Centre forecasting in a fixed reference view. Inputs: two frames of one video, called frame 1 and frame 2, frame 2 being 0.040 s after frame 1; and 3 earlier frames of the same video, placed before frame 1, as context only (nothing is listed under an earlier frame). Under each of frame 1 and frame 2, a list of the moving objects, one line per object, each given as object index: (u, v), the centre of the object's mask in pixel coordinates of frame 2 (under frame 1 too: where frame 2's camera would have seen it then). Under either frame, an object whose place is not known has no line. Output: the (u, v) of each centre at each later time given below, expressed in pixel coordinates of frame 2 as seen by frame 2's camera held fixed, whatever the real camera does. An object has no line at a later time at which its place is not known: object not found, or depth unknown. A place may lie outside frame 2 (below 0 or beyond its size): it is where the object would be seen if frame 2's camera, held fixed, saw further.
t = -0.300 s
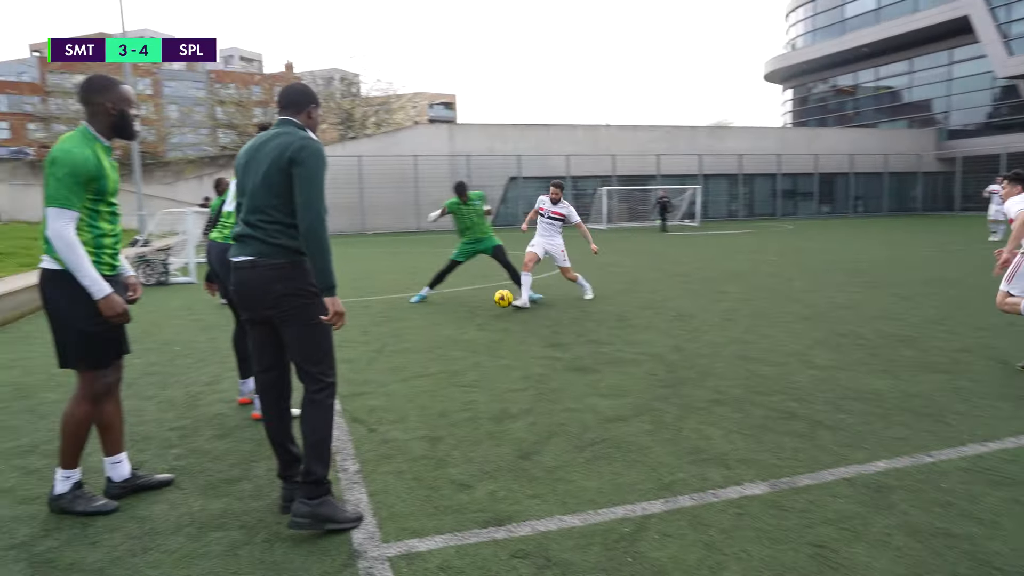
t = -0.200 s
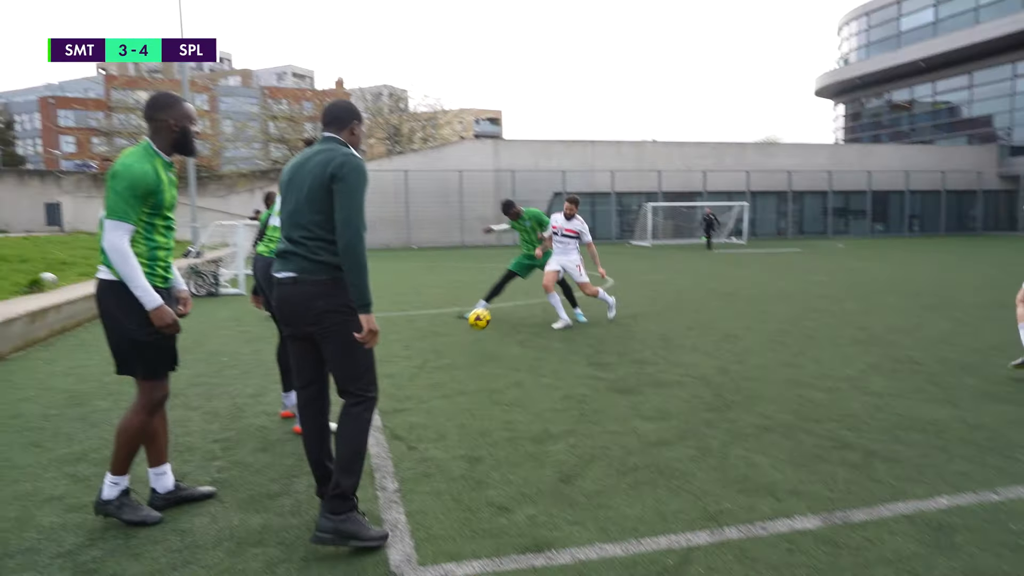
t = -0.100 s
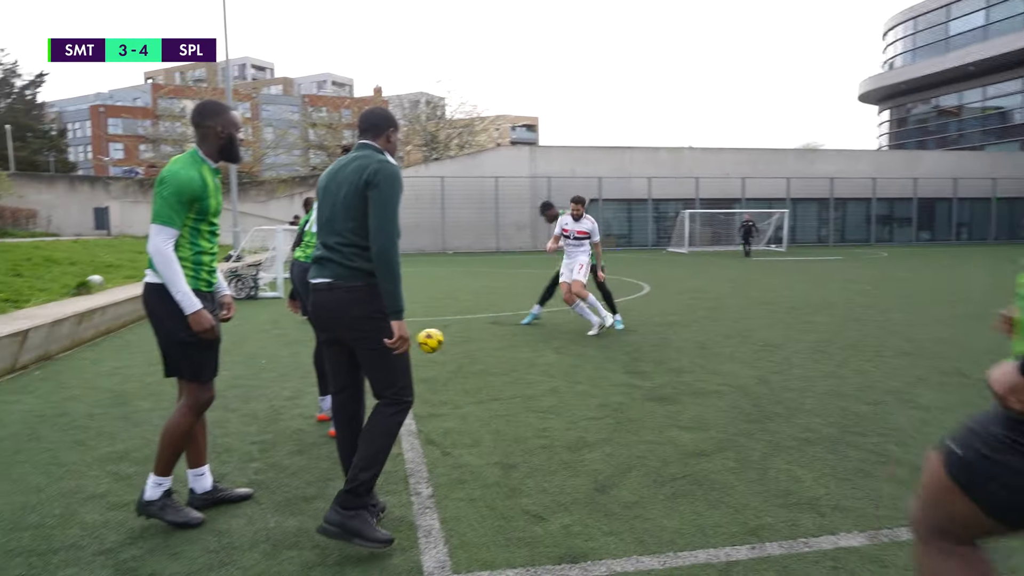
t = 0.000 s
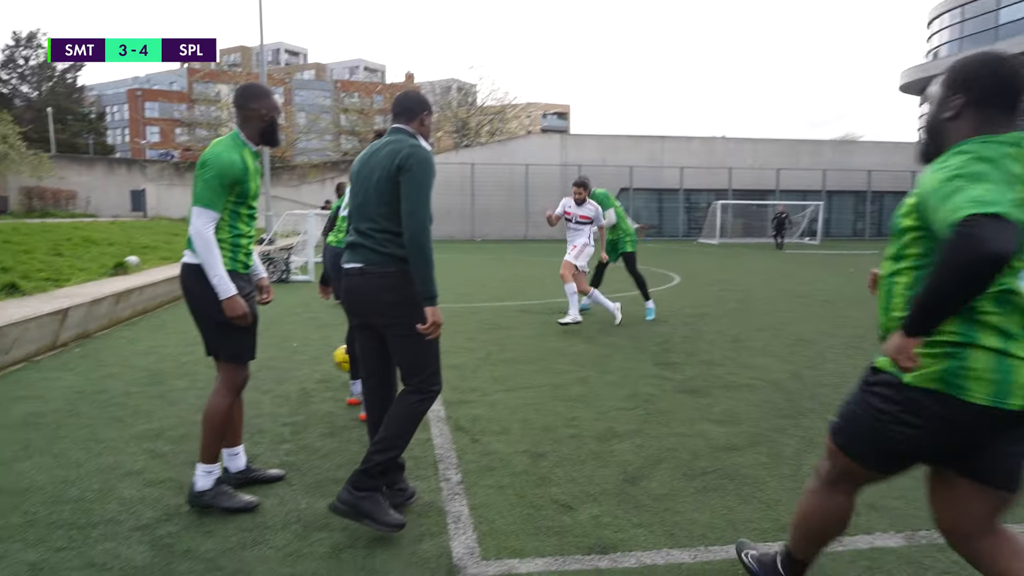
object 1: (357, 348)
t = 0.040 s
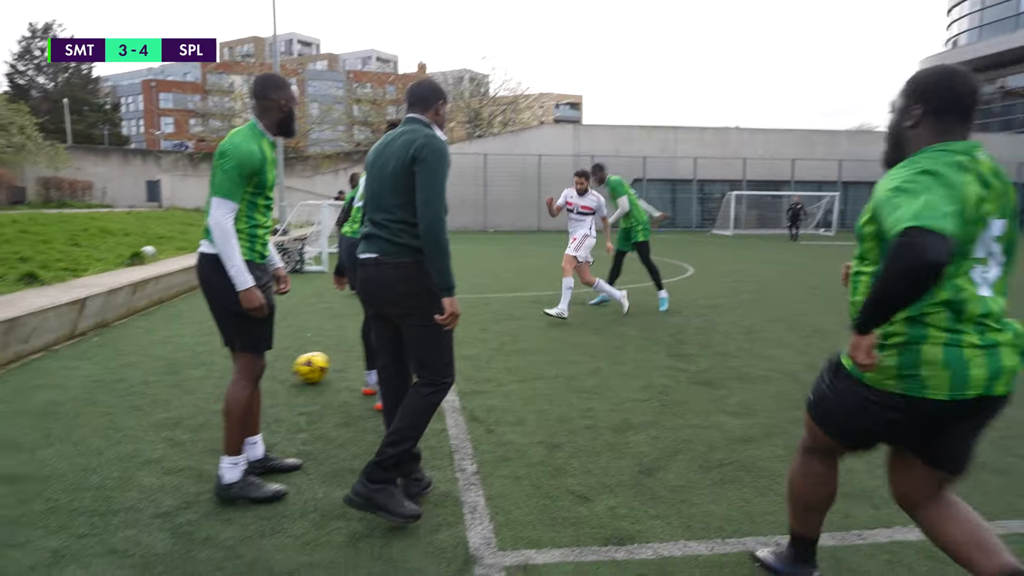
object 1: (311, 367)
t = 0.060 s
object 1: (285, 370)
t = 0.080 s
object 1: (268, 370)
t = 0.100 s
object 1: (224, 371)
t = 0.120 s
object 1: (199, 372)
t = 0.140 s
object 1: (169, 375)
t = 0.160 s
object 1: (135, 378)
